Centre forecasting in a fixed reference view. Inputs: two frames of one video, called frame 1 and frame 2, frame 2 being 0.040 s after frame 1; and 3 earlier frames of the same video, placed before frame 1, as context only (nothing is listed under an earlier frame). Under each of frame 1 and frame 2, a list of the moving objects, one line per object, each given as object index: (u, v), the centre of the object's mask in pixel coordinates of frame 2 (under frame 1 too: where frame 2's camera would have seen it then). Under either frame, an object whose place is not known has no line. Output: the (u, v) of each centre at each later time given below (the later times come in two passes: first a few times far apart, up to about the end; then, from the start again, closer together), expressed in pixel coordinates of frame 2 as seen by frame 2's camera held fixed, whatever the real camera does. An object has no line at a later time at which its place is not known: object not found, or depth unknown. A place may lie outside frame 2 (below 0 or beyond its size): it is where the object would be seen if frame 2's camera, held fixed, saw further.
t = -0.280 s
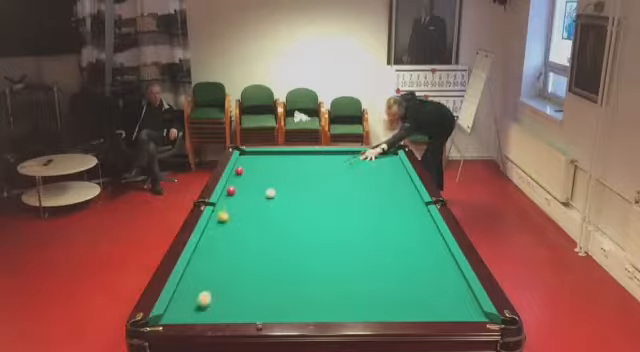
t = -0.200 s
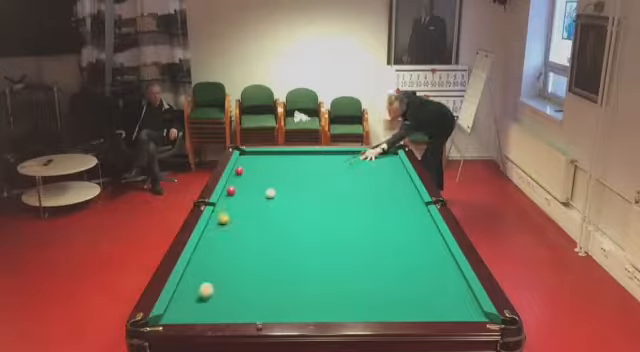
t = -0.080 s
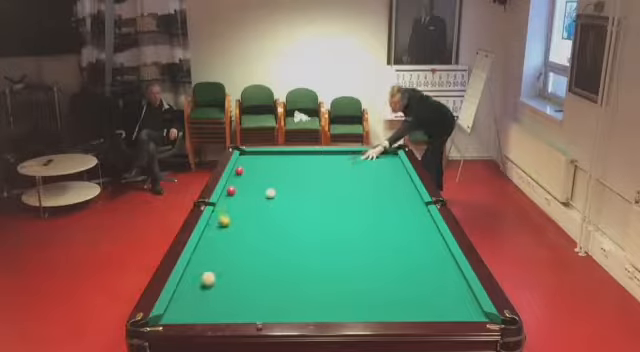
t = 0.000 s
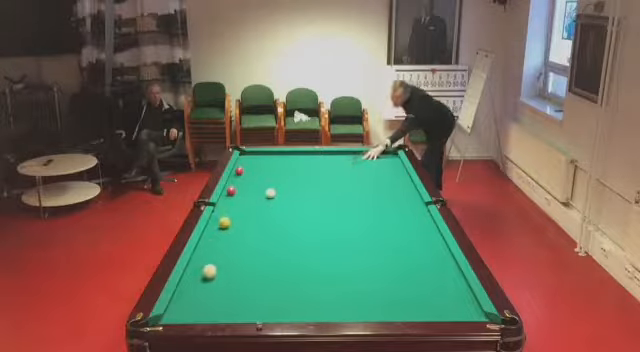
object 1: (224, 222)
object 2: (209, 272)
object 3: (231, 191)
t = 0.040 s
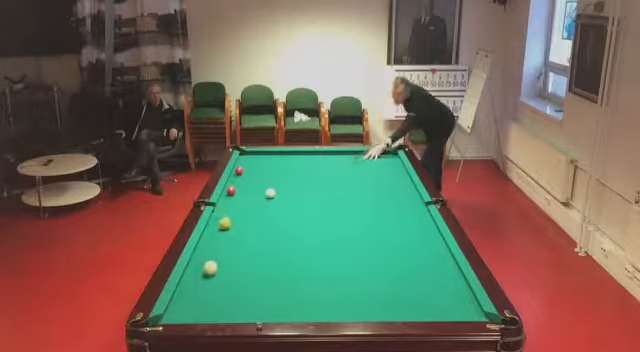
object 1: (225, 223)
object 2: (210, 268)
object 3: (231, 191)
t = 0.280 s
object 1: (226, 228)
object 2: (214, 250)
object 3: (231, 191)
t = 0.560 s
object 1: (228, 234)
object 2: (217, 232)
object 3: (231, 191)
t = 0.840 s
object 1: (230, 240)
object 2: (219, 216)
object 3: (231, 190)
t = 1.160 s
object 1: (232, 247)
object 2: (223, 201)
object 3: (231, 191)
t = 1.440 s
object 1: (234, 252)
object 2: (227, 193)
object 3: (234, 189)
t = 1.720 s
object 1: (236, 257)
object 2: (232, 189)
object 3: (244, 184)
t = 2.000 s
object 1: (237, 261)
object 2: (238, 187)
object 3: (252, 180)
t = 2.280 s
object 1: (239, 266)
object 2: (244, 185)
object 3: (261, 175)
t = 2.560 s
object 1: (241, 270)
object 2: (248, 184)
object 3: (267, 171)
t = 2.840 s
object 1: (243, 274)
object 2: (252, 182)
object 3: (275, 167)
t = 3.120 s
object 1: (244, 278)
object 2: (256, 180)
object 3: (281, 164)
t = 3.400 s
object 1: (245, 280)
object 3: (286, 163)
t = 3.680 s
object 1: (246, 283)
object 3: (291, 158)
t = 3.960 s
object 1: (247, 285)
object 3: (295, 157)
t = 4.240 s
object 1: (247, 287)
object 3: (298, 155)
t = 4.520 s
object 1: (248, 288)
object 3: (302, 153)
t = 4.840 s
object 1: (248, 289)
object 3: (304, 153)
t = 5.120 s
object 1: (248, 289)
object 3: (305, 154)
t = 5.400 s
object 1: (248, 289)
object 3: (307, 155)
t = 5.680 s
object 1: (247, 289)
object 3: (308, 155)
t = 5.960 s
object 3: (308, 156)
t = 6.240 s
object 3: (308, 156)
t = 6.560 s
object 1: (248, 289)
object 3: (308, 156)
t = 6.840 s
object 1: (248, 289)
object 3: (308, 156)
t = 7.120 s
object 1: (247, 289)
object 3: (308, 156)
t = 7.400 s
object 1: (247, 289)
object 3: (308, 156)
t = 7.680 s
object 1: (247, 289)
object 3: (308, 156)
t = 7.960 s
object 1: (247, 289)
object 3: (308, 156)
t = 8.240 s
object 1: (247, 289)
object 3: (308, 156)
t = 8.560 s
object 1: (247, 289)
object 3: (308, 156)
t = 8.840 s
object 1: (247, 289)
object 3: (308, 156)
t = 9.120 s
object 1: (247, 289)
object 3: (308, 156)
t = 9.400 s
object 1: (247, 289)
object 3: (308, 156)
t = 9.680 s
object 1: (247, 289)
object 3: (308, 156)
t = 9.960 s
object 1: (248, 289)
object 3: (308, 156)
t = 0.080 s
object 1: (225, 224)
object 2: (211, 265)
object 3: (231, 191)
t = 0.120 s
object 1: (225, 225)
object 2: (211, 262)
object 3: (231, 191)
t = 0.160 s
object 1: (226, 225)
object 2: (212, 259)
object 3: (231, 191)
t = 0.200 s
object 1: (226, 225)
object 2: (213, 256)
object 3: (231, 191)
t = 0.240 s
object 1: (226, 227)
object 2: (213, 253)
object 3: (231, 191)
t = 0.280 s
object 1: (226, 228)
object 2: (214, 250)
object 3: (231, 191)
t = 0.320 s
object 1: (226, 228)
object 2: (214, 247)
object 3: (231, 191)
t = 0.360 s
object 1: (226, 229)
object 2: (215, 244)
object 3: (231, 191)
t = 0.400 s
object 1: (227, 229)
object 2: (215, 242)
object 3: (231, 191)
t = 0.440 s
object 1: (227, 231)
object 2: (216, 239)
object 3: (231, 191)
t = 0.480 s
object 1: (227, 232)
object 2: (216, 236)
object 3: (231, 191)
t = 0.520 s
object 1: (227, 232)
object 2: (217, 234)
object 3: (231, 191)
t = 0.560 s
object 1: (228, 234)
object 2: (217, 232)
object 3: (231, 191)
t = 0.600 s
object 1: (229, 236)
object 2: (217, 229)
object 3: (231, 190)
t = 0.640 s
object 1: (229, 236)
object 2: (218, 227)
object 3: (231, 191)
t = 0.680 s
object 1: (229, 236)
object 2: (218, 225)
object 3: (231, 190)
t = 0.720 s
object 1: (229, 238)
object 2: (219, 223)
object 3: (231, 190)
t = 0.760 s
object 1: (229, 238)
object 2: (219, 220)
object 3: (231, 190)
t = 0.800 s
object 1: (230, 239)
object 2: (219, 218)
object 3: (231, 190)
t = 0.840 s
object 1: (230, 240)
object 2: (219, 216)
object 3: (231, 190)
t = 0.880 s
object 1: (230, 241)
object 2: (220, 214)
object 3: (231, 190)
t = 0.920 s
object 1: (230, 242)
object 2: (221, 213)
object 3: (231, 191)
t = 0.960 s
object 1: (231, 243)
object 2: (221, 211)
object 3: (231, 191)
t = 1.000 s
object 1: (231, 243)
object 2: (221, 209)
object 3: (231, 191)
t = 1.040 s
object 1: (231, 244)
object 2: (222, 206)
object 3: (231, 191)
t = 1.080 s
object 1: (231, 245)
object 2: (222, 205)
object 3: (231, 190)
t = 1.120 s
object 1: (232, 246)
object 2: (222, 203)
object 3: (231, 191)
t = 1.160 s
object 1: (232, 247)
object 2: (223, 201)
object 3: (231, 191)
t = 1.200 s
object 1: (232, 248)
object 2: (223, 199)
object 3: (231, 191)
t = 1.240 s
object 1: (233, 248)
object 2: (223, 198)
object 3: (231, 191)
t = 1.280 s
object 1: (233, 249)
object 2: (224, 196)
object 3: (231, 190)
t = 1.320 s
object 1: (233, 249)
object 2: (225, 195)
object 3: (232, 190)
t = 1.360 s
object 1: (233, 250)
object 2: (225, 194)
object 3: (232, 190)
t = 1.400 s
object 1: (234, 251)
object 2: (225, 193)
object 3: (233, 190)
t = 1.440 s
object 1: (234, 252)
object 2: (227, 193)
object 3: (234, 189)
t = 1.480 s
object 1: (234, 252)
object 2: (228, 192)
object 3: (236, 188)
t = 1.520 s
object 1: (234, 253)
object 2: (228, 191)
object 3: (237, 188)
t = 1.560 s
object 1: (235, 254)
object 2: (229, 191)
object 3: (238, 187)
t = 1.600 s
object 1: (235, 255)
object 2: (230, 190)
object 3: (240, 186)
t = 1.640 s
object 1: (235, 255)
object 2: (231, 190)
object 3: (242, 185)
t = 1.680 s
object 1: (235, 256)
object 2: (232, 190)
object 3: (243, 185)
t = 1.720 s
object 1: (236, 257)
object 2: (232, 189)
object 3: (244, 184)
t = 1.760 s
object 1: (236, 257)
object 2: (234, 189)
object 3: (246, 183)
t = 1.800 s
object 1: (236, 258)
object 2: (235, 189)
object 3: (247, 182)
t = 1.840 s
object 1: (236, 259)
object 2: (236, 189)
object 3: (248, 182)
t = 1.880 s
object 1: (237, 259)
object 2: (236, 189)
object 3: (249, 181)
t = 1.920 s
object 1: (237, 260)
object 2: (237, 188)
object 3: (251, 180)
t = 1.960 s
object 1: (237, 261)
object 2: (238, 188)
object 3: (251, 180)
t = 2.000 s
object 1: (237, 261)
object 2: (238, 187)
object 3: (252, 180)
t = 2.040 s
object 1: (238, 262)
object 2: (238, 187)
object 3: (253, 179)
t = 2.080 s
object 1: (238, 263)
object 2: (240, 187)
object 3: (254, 179)
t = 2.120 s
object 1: (238, 263)
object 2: (241, 186)
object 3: (255, 178)
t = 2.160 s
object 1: (238, 264)
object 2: (242, 186)
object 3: (257, 178)
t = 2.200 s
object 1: (239, 264)
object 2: (242, 186)
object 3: (258, 177)
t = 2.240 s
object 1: (239, 265)
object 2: (244, 185)
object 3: (259, 176)
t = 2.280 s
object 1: (239, 266)
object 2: (244, 185)
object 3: (261, 175)
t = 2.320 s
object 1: (239, 267)
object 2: (244, 185)
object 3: (262, 174)
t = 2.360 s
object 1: (240, 267)
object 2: (245, 185)
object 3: (262, 174)
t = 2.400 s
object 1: (240, 268)
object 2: (245, 185)
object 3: (263, 173)
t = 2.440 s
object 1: (240, 268)
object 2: (246, 184)
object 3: (265, 172)
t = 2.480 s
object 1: (240, 269)
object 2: (247, 184)
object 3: (266, 172)
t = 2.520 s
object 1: (241, 269)
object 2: (248, 184)
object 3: (267, 172)
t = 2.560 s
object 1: (241, 270)
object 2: (248, 184)
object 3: (267, 171)
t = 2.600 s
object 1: (241, 270)
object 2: (249, 183)
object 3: (269, 170)
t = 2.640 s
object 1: (242, 271)
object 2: (249, 183)
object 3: (271, 170)
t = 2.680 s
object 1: (242, 273)
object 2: (250, 183)
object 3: (271, 169)
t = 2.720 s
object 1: (242, 273)
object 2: (251, 183)
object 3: (272, 169)
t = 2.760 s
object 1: (242, 273)
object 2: (251, 182)
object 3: (273, 168)
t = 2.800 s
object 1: (242, 274)
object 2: (252, 182)
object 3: (273, 168)
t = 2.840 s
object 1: (243, 274)
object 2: (252, 182)
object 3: (275, 167)
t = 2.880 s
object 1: (242, 275)
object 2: (252, 182)
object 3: (275, 167)
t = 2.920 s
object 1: (243, 275)
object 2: (253, 182)
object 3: (276, 166)
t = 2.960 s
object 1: (243, 276)
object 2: (255, 181)
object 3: (278, 165)
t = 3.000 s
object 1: (243, 276)
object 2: (255, 181)
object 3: (278, 165)
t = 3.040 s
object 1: (244, 276)
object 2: (255, 181)
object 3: (279, 165)
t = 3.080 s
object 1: (244, 277)
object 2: (255, 181)
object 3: (279, 165)
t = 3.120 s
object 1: (244, 278)
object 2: (256, 180)
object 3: (281, 164)
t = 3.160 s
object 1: (244, 278)
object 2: (257, 180)
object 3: (281, 164)
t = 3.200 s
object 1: (244, 279)
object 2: (257, 180)
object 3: (282, 163)
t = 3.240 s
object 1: (244, 279)
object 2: (257, 180)
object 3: (282, 163)
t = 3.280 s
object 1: (244, 280)
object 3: (283, 163)
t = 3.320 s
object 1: (245, 280)
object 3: (284, 163)
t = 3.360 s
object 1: (245, 280)
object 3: (284, 163)
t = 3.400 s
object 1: (245, 280)
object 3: (286, 163)
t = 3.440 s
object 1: (245, 281)
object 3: (286, 163)
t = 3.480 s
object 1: (245, 281)
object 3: (287, 162)
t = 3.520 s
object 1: (245, 282)
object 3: (287, 162)
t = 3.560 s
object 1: (246, 282)
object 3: (288, 162)
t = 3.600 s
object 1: (246, 282)
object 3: (289, 161)
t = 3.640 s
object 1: (246, 282)
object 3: (290, 161)
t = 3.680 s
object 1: (246, 283)
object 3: (291, 158)
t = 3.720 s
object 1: (246, 283)
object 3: (291, 159)
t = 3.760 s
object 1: (246, 284)
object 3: (292, 158)
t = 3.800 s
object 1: (246, 284)
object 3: (292, 158)
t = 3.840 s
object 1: (247, 285)
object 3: (293, 158)
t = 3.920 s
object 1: (247, 285)
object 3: (294, 157)
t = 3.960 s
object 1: (247, 285)
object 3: (295, 157)
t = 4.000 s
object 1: (247, 286)
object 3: (295, 157)
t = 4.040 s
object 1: (247, 286)
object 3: (295, 157)
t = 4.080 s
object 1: (247, 286)
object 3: (296, 156)
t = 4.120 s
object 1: (247, 286)
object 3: (297, 156)
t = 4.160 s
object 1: (247, 287)
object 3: (297, 155)
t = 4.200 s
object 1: (247, 287)
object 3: (298, 155)
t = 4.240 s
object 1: (247, 287)
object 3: (298, 155)
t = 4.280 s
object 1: (247, 287)
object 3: (299, 154)
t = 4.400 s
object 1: (248, 288)
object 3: (301, 153)
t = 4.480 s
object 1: (248, 288)
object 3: (301, 153)
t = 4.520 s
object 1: (248, 288)
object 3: (302, 153)
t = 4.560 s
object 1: (248, 288)
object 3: (302, 153)
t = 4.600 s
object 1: (248, 288)
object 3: (302, 154)
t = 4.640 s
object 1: (248, 288)
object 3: (302, 154)
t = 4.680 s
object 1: (248, 288)
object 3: (302, 154)
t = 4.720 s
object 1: (248, 289)
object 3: (303, 153)
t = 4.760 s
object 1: (248, 289)
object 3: (304, 153)
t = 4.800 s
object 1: (248, 289)
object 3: (304, 153)
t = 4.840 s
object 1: (248, 289)
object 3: (304, 153)
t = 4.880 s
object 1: (248, 289)
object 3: (305, 154)
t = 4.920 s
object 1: (248, 289)
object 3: (305, 154)
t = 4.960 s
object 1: (248, 289)
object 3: (305, 154)
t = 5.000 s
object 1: (248, 289)
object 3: (305, 154)
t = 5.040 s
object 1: (248, 289)
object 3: (305, 154)
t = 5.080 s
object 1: (248, 289)
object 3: (305, 154)
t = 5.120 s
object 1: (248, 289)
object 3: (305, 154)
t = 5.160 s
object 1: (248, 289)
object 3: (306, 154)
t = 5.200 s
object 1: (248, 289)
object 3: (307, 154)
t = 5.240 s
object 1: (248, 289)
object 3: (307, 154)
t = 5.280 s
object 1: (248, 289)
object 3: (307, 154)
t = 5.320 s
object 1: (248, 289)
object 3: (307, 155)
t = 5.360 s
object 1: (248, 289)
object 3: (307, 155)
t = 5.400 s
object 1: (248, 289)
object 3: (307, 155)
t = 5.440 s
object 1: (248, 289)
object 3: (307, 155)
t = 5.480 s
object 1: (248, 289)
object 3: (307, 155)
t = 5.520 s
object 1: (248, 289)
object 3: (307, 155)
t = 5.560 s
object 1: (248, 289)
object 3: (307, 155)
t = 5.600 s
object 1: (248, 289)
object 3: (307, 155)
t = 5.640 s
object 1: (248, 289)
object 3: (308, 155)
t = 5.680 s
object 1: (247, 289)
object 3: (308, 155)
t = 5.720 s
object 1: (247, 289)
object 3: (308, 155)
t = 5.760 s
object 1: (247, 289)
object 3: (308, 155)
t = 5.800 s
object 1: (247, 289)
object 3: (308, 155)
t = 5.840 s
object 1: (247, 289)
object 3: (308, 155)
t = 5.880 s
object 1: (247, 289)
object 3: (308, 156)
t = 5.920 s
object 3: (308, 156)
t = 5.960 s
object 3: (308, 156)
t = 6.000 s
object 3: (308, 156)
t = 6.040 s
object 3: (308, 156)
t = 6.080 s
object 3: (308, 156)
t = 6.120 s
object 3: (308, 156)
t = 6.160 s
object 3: (308, 156)
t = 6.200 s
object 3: (308, 156)
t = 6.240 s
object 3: (308, 156)
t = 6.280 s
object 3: (308, 156)
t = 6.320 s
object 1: (250, 287)
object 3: (308, 156)
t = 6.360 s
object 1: (248, 289)
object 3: (308, 156)
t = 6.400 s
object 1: (248, 290)
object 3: (308, 156)
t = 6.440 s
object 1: (247, 291)
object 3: (308, 156)
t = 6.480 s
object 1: (247, 291)
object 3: (308, 156)
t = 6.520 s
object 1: (247, 290)
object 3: (308, 156)
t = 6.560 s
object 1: (248, 289)
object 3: (308, 156)
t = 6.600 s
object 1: (247, 289)
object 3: (308, 156)
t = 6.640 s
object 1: (248, 289)
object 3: (308, 156)
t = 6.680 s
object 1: (248, 289)
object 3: (308, 156)
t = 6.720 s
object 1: (248, 289)
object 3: (308, 156)
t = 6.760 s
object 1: (248, 289)
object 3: (308, 156)
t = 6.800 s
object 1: (247, 289)
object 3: (308, 156)
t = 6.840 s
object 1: (248, 289)
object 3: (308, 156)
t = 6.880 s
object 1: (247, 289)
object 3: (308, 156)
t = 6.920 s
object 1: (248, 289)
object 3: (308, 156)
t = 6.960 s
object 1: (247, 289)
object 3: (308, 156)
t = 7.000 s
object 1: (247, 289)
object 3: (308, 156)
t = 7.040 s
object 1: (247, 289)
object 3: (308, 156)
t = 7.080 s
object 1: (247, 289)
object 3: (308, 156)
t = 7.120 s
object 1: (247, 289)
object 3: (308, 156)
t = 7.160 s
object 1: (247, 289)
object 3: (308, 156)
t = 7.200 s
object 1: (247, 289)
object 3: (308, 156)
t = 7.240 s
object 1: (247, 289)
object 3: (308, 156)
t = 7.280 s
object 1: (247, 289)
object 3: (308, 156)
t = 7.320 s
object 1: (247, 289)
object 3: (308, 156)
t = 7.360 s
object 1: (247, 289)
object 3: (308, 156)
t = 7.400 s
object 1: (247, 289)
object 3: (308, 156)
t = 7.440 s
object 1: (247, 289)
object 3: (308, 156)
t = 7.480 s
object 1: (247, 289)
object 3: (308, 156)
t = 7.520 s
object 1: (247, 289)
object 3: (308, 156)
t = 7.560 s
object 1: (247, 289)
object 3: (308, 156)
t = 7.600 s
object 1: (247, 289)
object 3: (308, 156)
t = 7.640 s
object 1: (247, 289)
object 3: (308, 156)
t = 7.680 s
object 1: (247, 289)
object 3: (308, 156)
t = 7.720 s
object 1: (247, 289)
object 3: (308, 156)
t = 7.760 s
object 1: (247, 289)
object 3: (308, 156)
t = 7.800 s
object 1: (247, 289)
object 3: (308, 156)
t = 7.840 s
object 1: (247, 289)
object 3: (308, 156)
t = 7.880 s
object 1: (247, 289)
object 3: (308, 156)
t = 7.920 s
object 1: (247, 289)
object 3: (308, 156)
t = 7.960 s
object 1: (247, 289)
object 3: (308, 156)
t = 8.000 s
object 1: (247, 289)
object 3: (308, 156)
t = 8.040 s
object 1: (247, 289)
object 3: (308, 156)
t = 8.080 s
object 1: (247, 289)
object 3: (308, 156)
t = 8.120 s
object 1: (247, 289)
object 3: (308, 156)
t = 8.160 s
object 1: (247, 289)
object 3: (308, 156)
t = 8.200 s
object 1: (247, 289)
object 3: (308, 156)
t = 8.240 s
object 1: (247, 289)
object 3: (308, 156)
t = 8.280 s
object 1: (247, 289)
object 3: (308, 156)
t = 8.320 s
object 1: (247, 289)
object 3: (308, 156)
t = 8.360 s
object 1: (247, 289)
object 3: (308, 156)
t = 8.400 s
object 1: (247, 289)
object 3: (308, 156)
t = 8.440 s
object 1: (247, 289)
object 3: (308, 156)
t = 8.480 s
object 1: (247, 289)
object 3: (308, 156)
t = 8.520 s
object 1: (247, 289)
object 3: (308, 156)
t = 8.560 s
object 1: (247, 289)
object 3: (308, 156)
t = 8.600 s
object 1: (247, 289)
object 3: (308, 156)
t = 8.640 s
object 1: (247, 289)
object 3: (308, 156)
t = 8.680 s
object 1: (247, 289)
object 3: (308, 156)
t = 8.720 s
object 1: (247, 289)
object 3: (308, 156)
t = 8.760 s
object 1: (247, 289)
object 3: (308, 156)
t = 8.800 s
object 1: (247, 289)
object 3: (308, 156)
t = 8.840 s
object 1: (247, 289)
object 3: (308, 156)
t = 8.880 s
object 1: (247, 289)
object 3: (308, 156)
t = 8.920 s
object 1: (247, 289)
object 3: (308, 156)
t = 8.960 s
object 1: (247, 289)
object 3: (308, 156)
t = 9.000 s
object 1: (247, 289)
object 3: (308, 156)
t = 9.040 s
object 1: (247, 289)
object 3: (308, 156)
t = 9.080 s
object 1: (247, 289)
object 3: (308, 156)
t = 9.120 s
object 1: (247, 289)
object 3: (308, 156)
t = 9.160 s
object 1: (247, 289)
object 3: (308, 156)
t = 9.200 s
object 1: (247, 289)
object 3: (308, 156)
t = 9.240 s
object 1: (247, 289)
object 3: (308, 156)
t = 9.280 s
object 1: (247, 289)
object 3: (308, 156)
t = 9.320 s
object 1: (247, 289)
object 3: (308, 156)
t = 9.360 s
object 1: (247, 289)
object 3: (308, 156)
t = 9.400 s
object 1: (247, 289)
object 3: (308, 156)
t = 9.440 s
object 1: (247, 289)
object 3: (308, 156)
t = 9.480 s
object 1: (247, 289)
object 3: (308, 156)
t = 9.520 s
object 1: (247, 289)
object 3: (308, 156)
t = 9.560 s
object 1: (247, 289)
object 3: (308, 156)
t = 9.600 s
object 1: (247, 289)
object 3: (308, 156)
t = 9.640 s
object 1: (247, 289)
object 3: (308, 156)
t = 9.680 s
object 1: (247, 289)
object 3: (308, 156)
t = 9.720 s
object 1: (247, 289)
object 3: (308, 156)
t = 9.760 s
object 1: (248, 289)
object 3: (308, 156)
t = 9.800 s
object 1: (248, 289)
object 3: (308, 156)
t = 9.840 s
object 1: (248, 289)
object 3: (308, 156)
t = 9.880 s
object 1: (248, 289)
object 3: (308, 156)
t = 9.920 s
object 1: (248, 289)
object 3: (308, 156)
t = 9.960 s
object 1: (248, 289)
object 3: (308, 156)
